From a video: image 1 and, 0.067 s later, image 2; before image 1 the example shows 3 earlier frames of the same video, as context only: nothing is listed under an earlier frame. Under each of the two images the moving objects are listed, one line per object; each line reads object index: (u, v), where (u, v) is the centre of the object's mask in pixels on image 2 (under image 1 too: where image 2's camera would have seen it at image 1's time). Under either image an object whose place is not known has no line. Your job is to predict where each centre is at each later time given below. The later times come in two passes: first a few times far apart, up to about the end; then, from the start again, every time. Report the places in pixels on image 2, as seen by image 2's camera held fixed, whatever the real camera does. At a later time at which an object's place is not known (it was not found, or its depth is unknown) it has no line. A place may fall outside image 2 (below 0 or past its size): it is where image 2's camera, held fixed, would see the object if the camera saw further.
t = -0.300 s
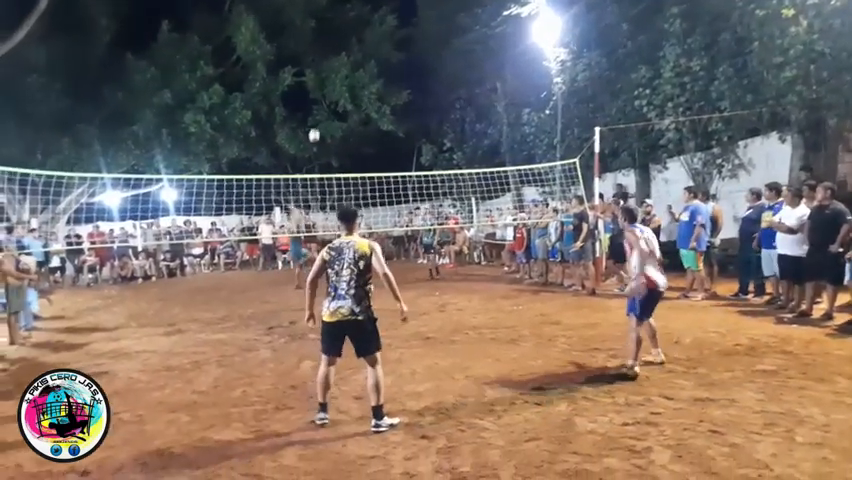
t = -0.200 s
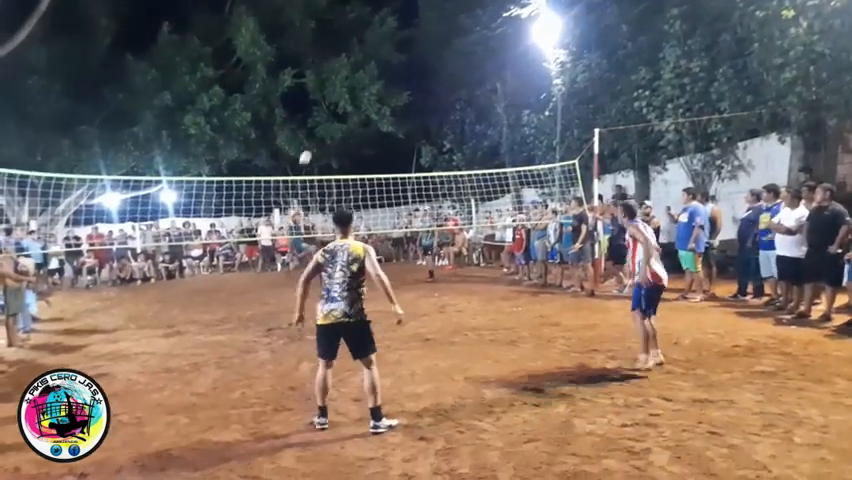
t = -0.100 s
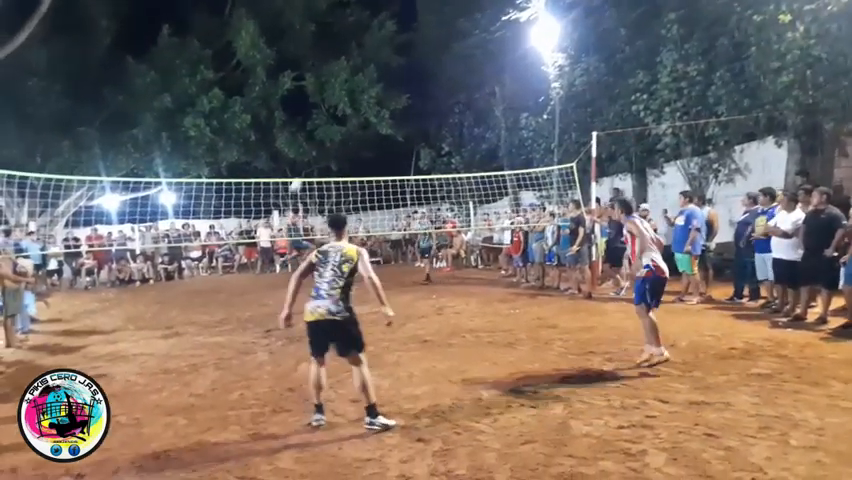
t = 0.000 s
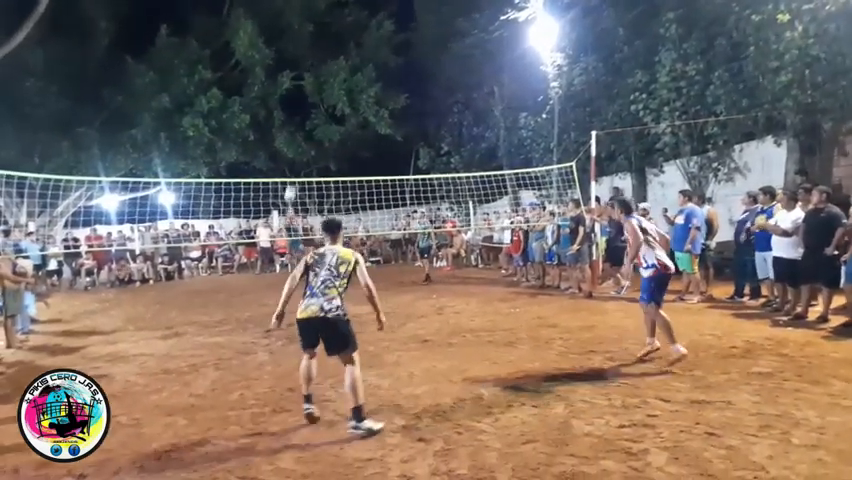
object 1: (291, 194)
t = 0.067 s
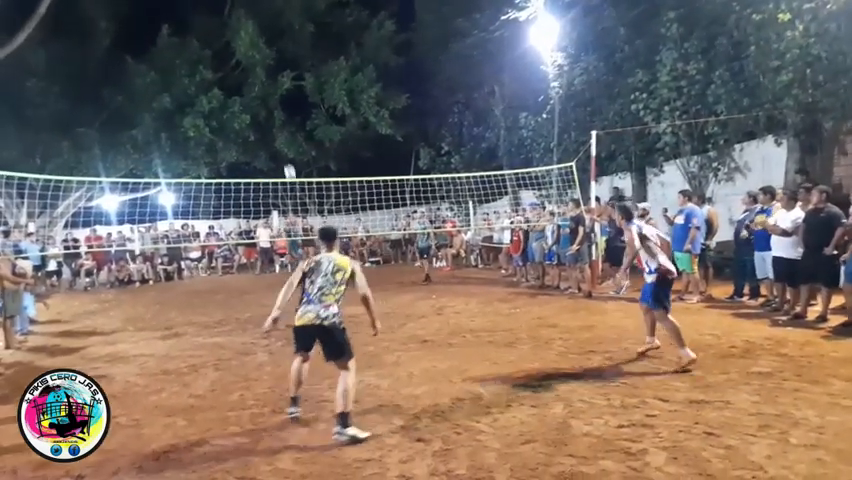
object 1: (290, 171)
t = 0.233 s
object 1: (291, 123)
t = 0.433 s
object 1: (292, 70)
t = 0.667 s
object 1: (295, 25)
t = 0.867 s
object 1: (301, 9)
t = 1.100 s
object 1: (313, 34)
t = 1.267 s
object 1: (329, 101)
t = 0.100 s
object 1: (289, 162)
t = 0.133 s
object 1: (290, 152)
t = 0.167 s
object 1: (291, 142)
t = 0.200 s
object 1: (290, 132)
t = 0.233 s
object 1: (291, 123)
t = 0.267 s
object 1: (291, 113)
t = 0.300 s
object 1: (291, 104)
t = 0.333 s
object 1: (291, 95)
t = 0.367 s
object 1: (291, 87)
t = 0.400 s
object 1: (291, 78)
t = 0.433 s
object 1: (292, 70)
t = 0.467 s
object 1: (292, 63)
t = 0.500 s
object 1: (292, 55)
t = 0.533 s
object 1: (293, 49)
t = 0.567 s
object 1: (293, 42)
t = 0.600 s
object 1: (294, 36)
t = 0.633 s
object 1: (294, 30)
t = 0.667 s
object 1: (295, 25)
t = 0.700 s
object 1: (296, 21)
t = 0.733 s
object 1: (296, 17)
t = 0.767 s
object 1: (297, 14)
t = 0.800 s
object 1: (299, 11)
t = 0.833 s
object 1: (300, 10)
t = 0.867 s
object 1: (301, 9)
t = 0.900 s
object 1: (302, 9)
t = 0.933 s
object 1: (303, 10)
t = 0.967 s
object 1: (305, 12)
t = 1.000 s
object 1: (307, 15)
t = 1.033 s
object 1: (308, 20)
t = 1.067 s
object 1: (310, 25)
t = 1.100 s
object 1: (313, 34)
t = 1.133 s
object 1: (315, 42)
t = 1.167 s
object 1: (318, 53)
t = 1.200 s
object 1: (321, 66)
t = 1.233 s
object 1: (325, 82)
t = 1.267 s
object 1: (329, 101)
